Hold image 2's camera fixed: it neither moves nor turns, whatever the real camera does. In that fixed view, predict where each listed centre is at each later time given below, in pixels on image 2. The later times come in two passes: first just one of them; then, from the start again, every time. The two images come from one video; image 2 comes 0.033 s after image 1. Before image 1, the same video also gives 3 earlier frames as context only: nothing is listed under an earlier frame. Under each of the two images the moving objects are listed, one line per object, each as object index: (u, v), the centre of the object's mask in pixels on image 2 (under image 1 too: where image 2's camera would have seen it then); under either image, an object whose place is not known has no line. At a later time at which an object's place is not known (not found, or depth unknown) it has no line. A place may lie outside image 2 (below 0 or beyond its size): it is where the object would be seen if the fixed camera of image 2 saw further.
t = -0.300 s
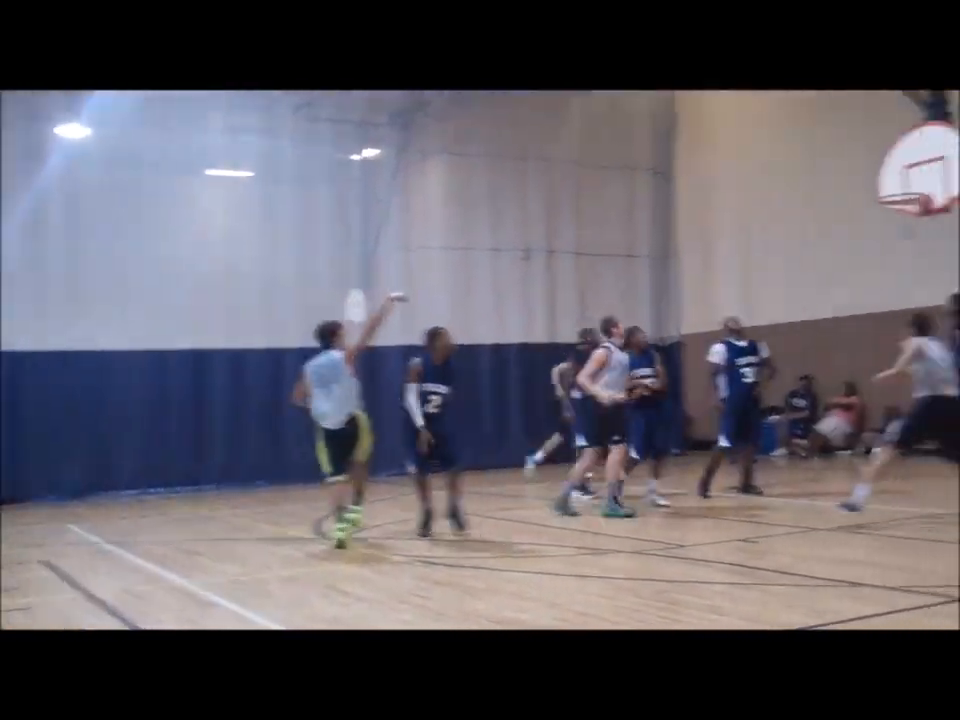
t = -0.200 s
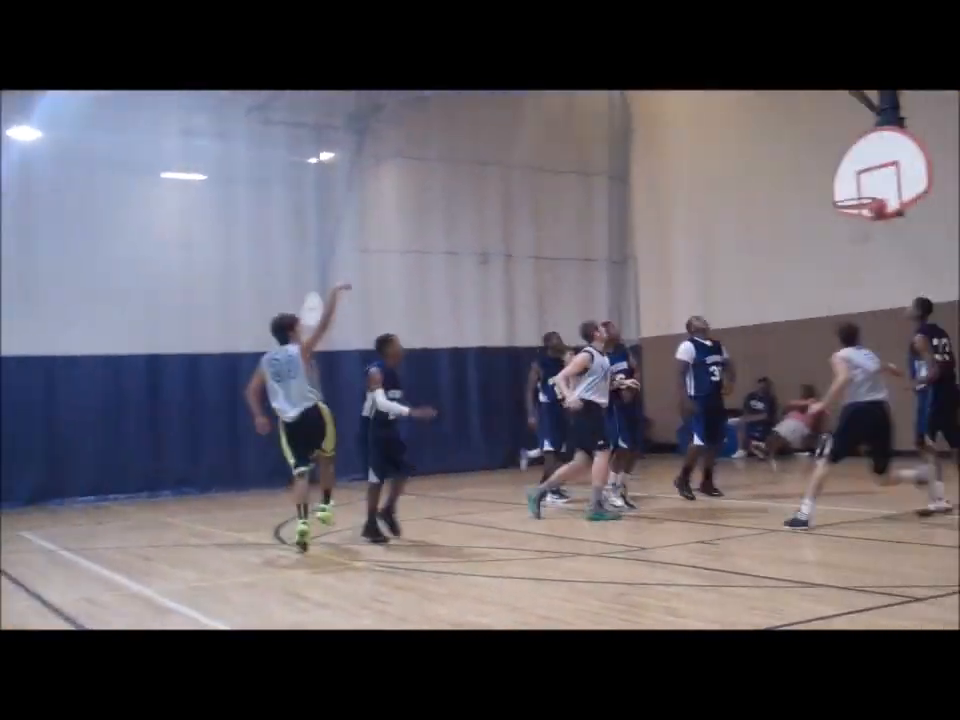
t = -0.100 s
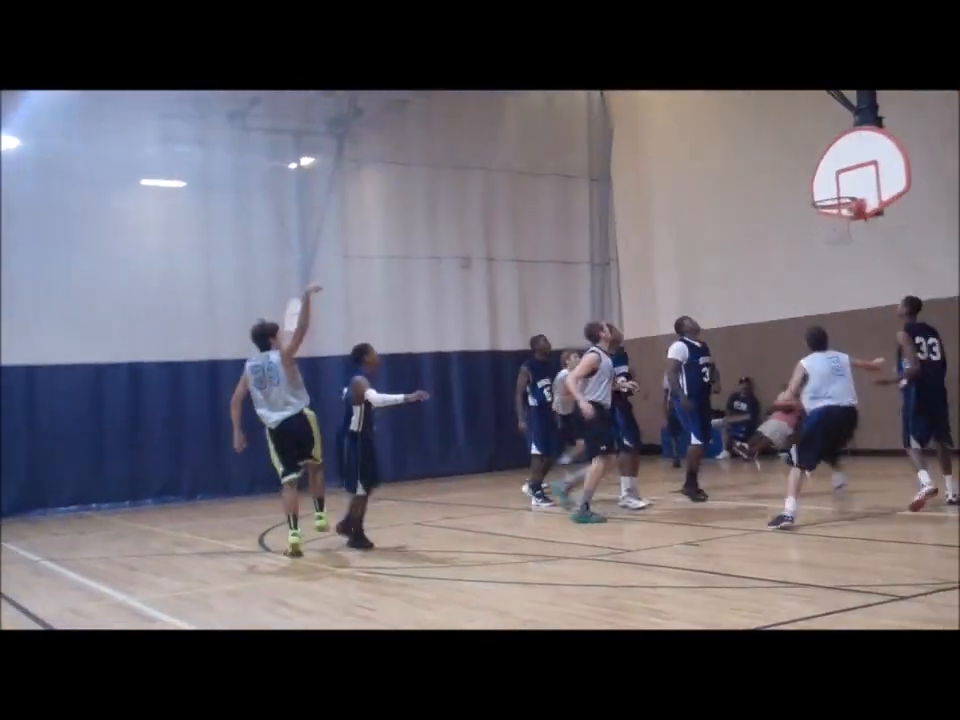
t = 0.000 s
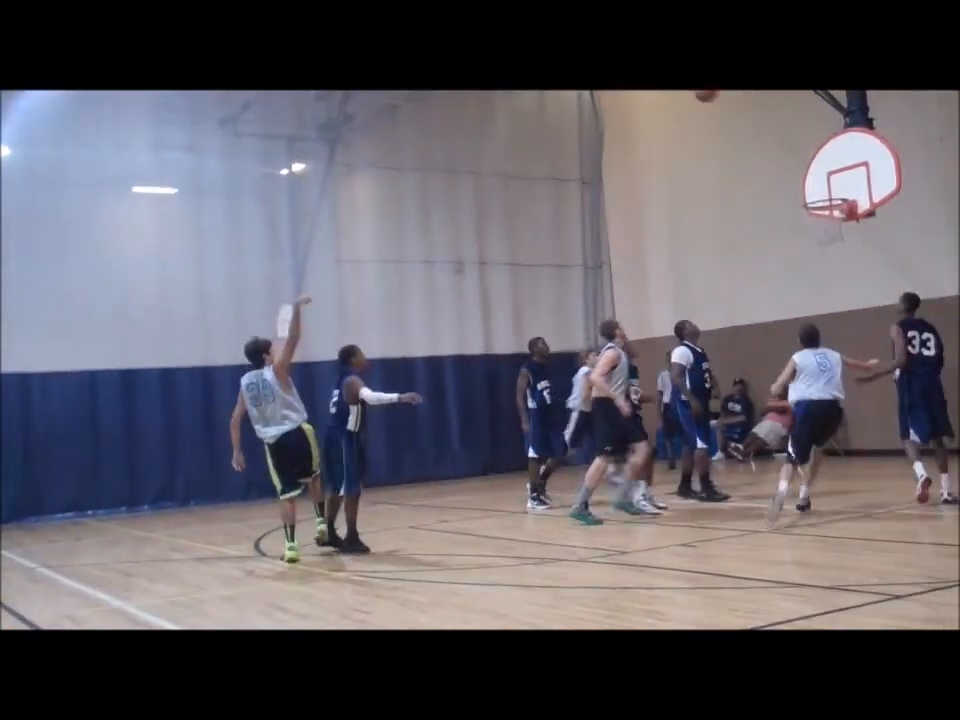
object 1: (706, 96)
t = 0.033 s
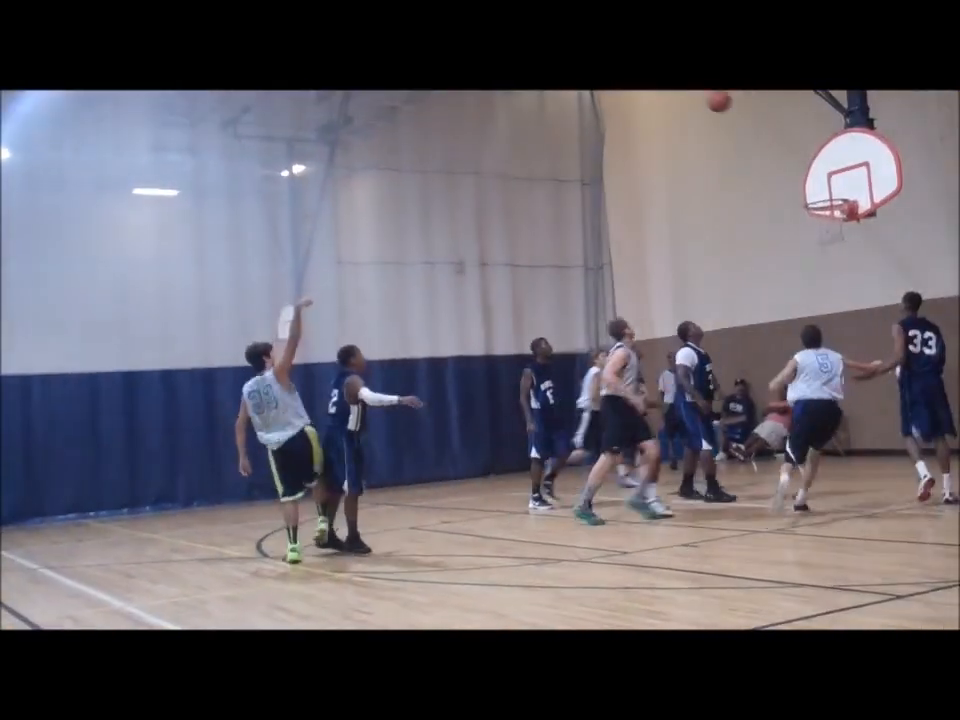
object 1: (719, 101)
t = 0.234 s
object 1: (795, 179)
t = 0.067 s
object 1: (732, 111)
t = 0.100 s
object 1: (745, 123)
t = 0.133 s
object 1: (758, 135)
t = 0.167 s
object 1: (769, 149)
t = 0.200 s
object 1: (783, 163)
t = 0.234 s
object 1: (795, 179)
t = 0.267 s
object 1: (807, 195)
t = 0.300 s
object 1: (818, 199)
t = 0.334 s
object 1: (829, 204)
